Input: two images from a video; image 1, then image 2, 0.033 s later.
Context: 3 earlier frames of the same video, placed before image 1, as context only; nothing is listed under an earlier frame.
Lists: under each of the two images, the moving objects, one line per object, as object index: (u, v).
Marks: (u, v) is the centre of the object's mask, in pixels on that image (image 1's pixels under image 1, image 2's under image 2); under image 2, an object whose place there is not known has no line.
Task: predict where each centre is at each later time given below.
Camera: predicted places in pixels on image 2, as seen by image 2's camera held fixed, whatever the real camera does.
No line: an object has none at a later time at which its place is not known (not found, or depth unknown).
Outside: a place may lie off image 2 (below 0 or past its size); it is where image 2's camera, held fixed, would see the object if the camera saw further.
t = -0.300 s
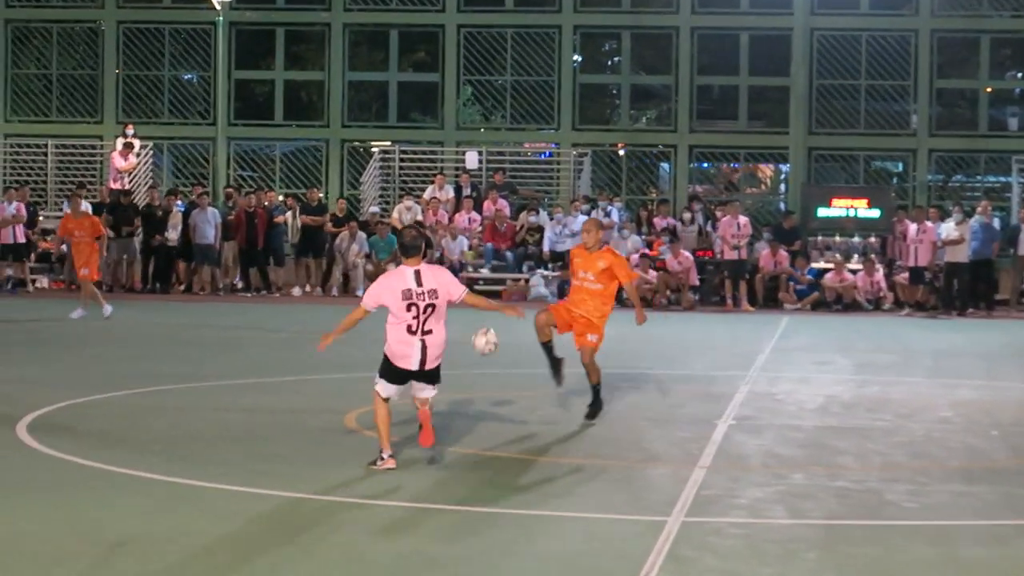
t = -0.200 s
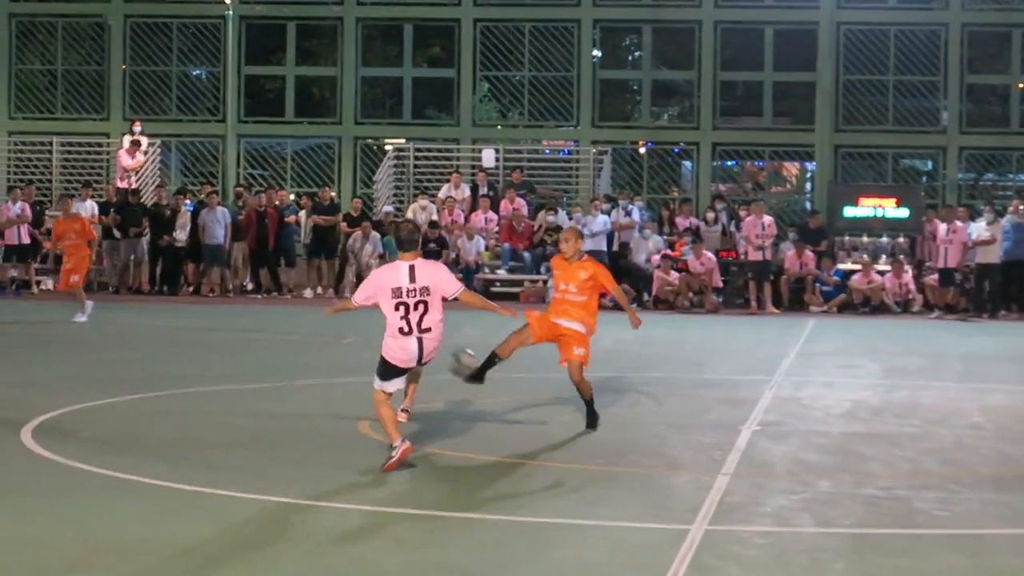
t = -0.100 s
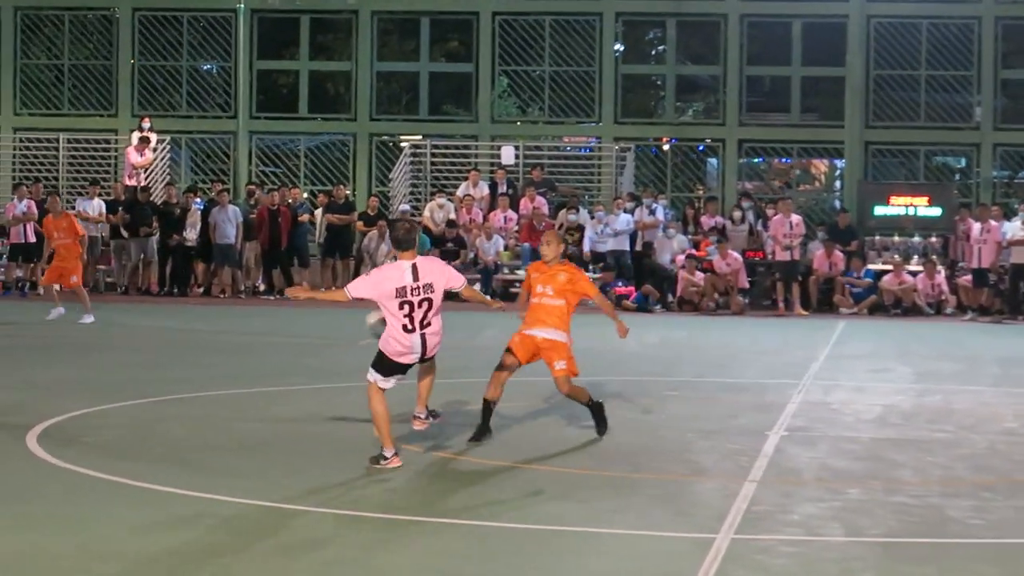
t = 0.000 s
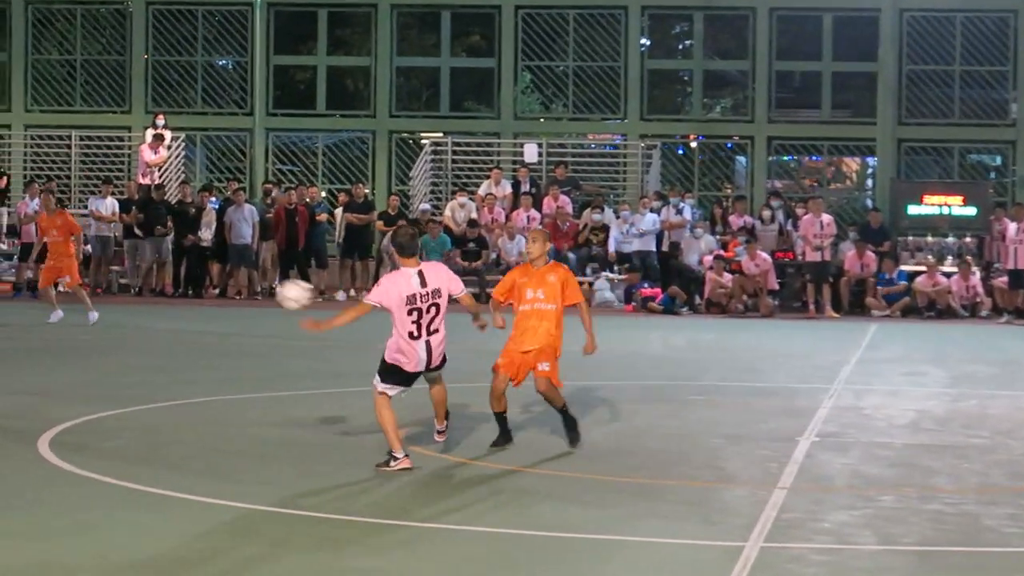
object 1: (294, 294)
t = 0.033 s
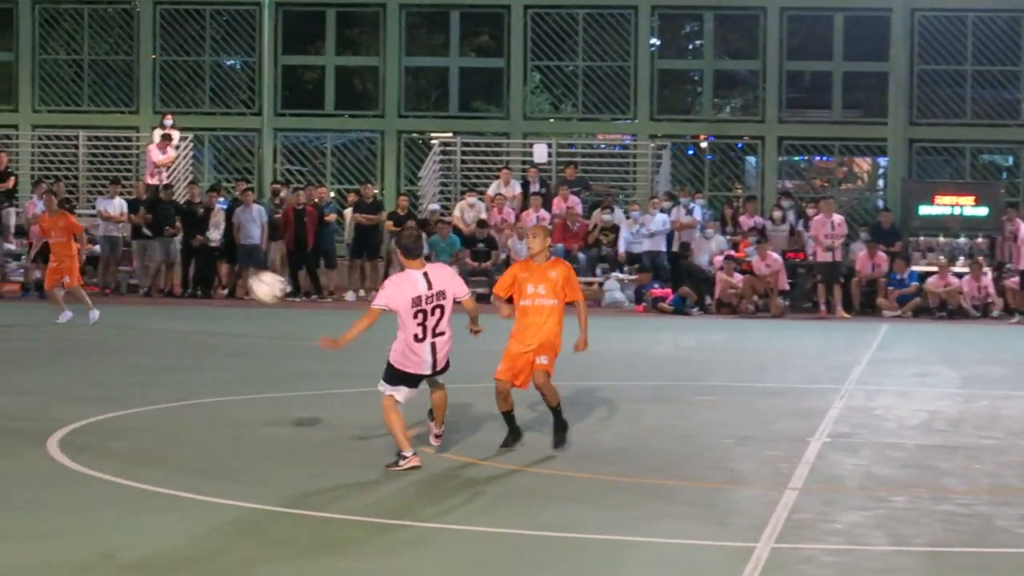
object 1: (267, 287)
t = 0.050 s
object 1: (249, 283)
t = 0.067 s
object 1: (232, 279)
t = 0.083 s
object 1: (216, 275)
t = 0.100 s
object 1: (197, 270)
